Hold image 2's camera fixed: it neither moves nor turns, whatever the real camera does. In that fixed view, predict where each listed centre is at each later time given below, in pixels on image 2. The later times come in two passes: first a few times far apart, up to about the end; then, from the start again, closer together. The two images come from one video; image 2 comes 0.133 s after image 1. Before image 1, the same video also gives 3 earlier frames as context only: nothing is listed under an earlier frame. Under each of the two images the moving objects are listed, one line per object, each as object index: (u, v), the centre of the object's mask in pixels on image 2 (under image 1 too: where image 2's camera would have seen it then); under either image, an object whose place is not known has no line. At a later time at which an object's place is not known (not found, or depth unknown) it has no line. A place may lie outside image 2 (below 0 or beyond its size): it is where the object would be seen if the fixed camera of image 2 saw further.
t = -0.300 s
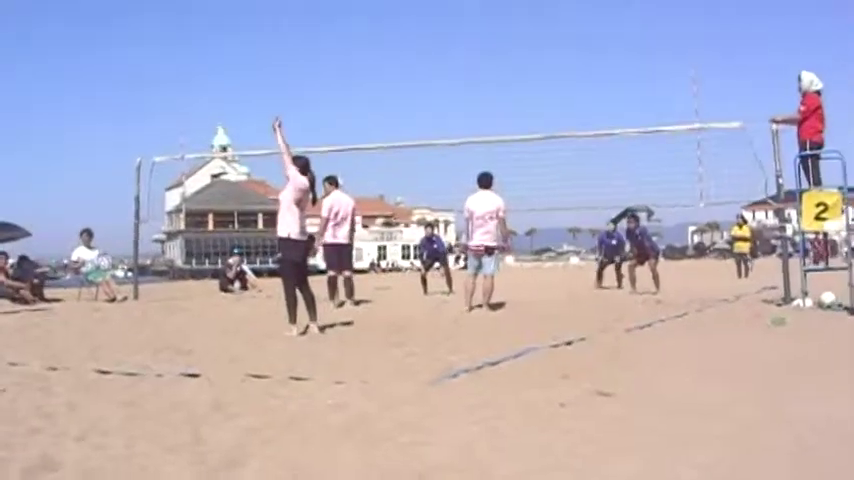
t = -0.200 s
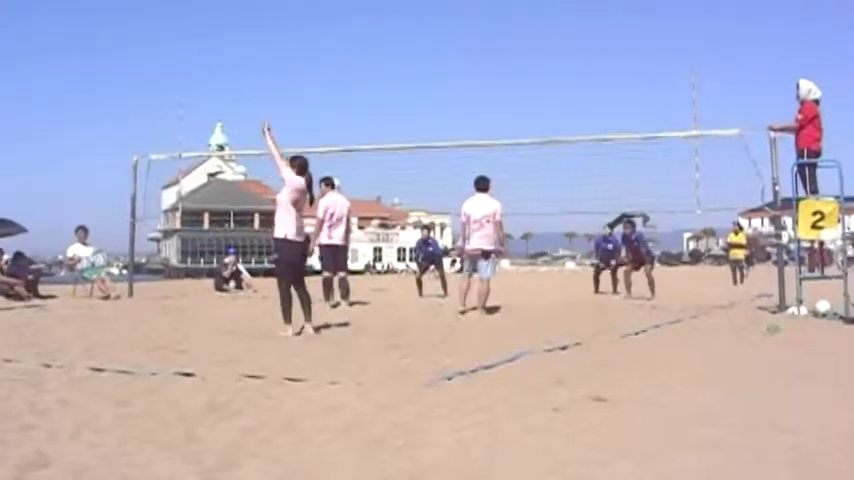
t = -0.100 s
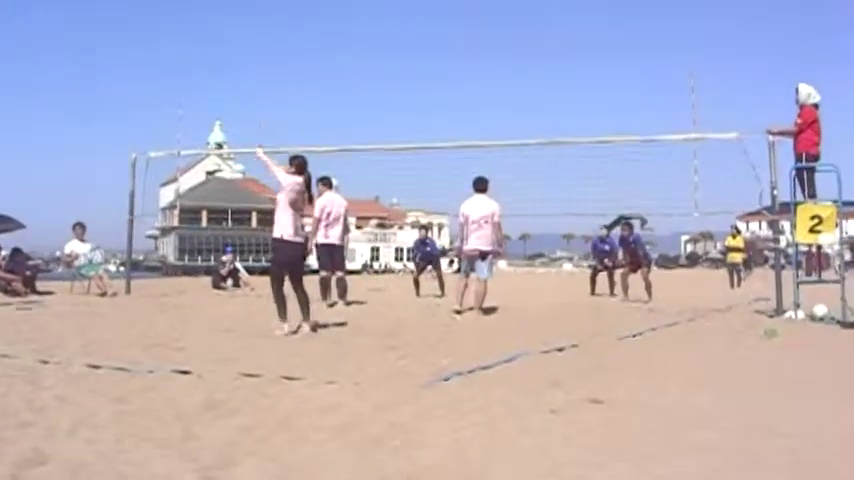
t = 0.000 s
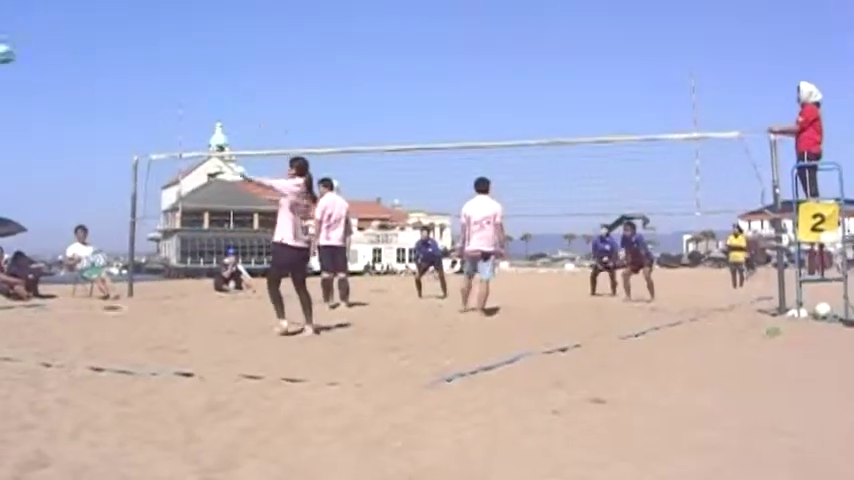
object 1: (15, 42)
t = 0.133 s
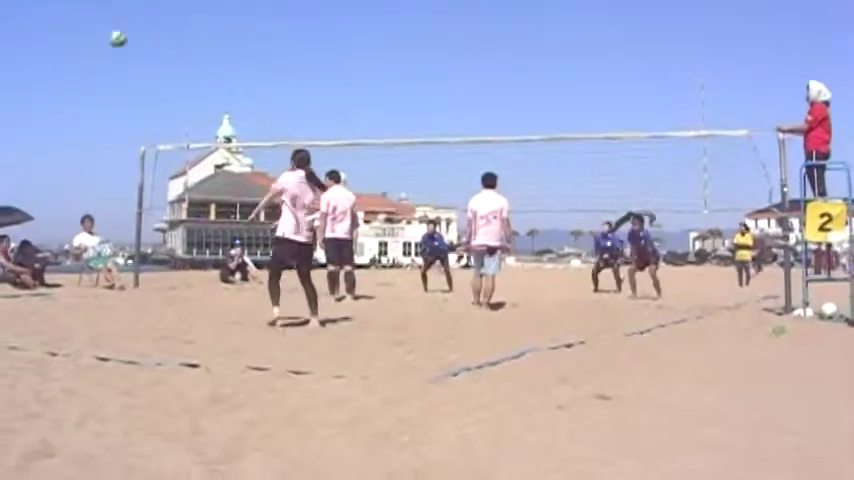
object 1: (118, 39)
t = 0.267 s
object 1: (202, 48)
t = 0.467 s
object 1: (301, 81)
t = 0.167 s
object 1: (141, 39)
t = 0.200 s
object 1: (162, 40)
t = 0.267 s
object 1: (202, 48)
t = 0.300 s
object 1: (220, 53)
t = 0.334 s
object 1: (239, 57)
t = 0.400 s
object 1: (269, 68)
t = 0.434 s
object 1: (286, 75)
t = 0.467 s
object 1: (301, 81)
